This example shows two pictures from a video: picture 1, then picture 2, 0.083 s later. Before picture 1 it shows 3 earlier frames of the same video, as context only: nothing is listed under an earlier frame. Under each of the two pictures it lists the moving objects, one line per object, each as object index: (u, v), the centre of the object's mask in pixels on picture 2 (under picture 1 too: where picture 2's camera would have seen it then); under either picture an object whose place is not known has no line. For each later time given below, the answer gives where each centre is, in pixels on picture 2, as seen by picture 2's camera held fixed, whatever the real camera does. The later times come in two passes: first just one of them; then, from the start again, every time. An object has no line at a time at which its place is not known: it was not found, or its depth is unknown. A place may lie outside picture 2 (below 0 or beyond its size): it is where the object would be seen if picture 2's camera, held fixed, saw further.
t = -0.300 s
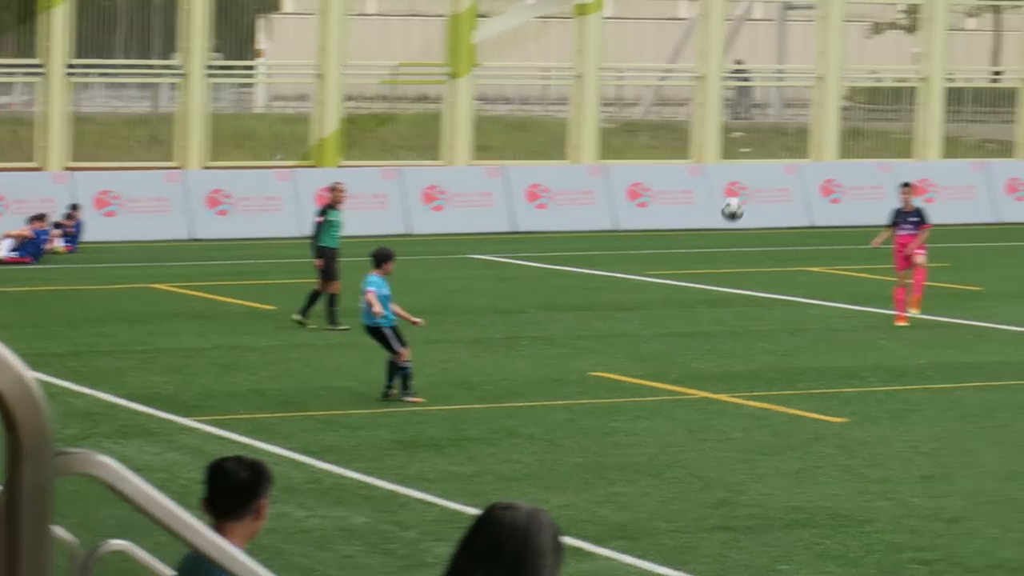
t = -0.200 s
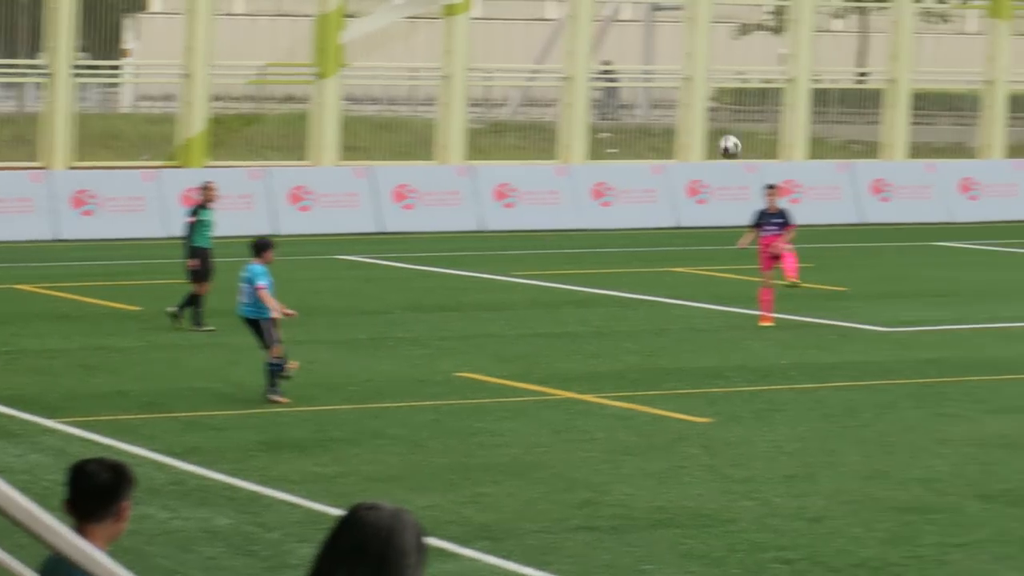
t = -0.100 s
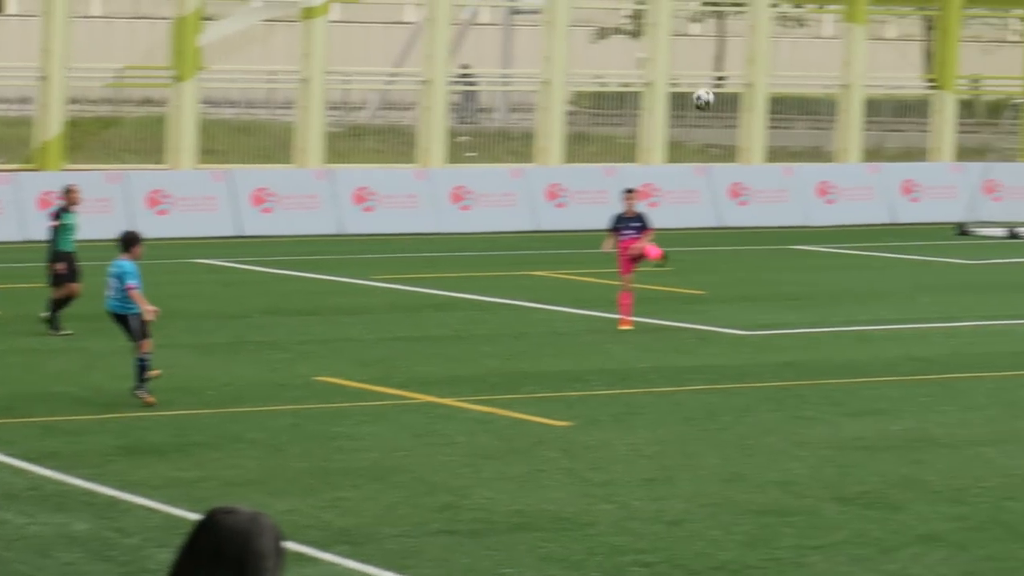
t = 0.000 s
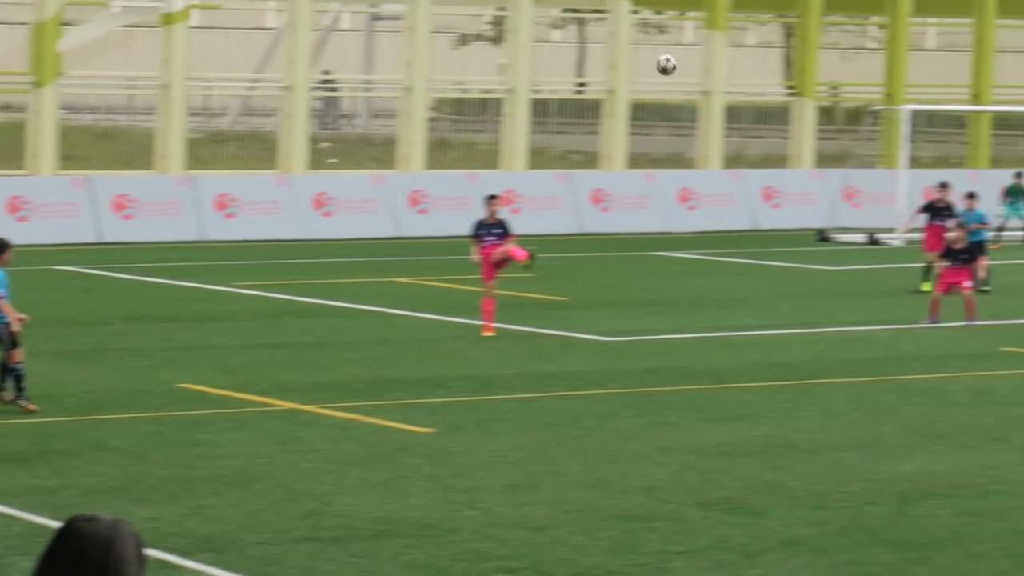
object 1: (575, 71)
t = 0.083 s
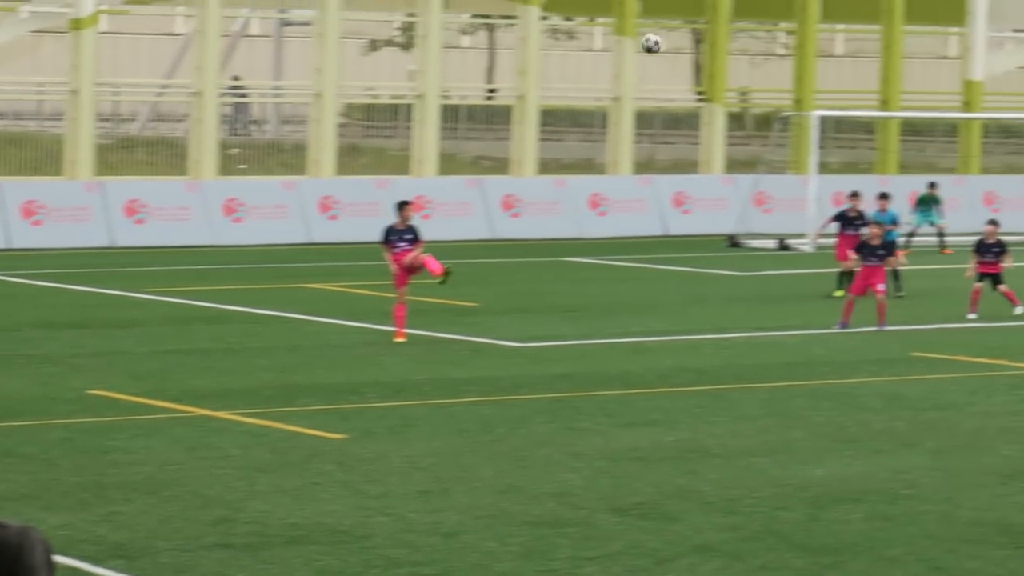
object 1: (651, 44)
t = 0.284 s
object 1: (811, 1)
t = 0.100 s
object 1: (666, 39)
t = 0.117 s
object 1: (680, 34)
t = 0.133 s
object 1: (694, 29)
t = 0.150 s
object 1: (707, 25)
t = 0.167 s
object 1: (721, 21)
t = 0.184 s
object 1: (735, 17)
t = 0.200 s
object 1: (748, 14)
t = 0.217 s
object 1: (761, 11)
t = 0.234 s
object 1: (773, 9)
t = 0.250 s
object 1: (786, 6)
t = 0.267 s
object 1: (799, 4)
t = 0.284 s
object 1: (811, 1)
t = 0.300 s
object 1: (823, -1)
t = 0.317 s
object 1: (834, -2)
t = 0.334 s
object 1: (845, -4)
